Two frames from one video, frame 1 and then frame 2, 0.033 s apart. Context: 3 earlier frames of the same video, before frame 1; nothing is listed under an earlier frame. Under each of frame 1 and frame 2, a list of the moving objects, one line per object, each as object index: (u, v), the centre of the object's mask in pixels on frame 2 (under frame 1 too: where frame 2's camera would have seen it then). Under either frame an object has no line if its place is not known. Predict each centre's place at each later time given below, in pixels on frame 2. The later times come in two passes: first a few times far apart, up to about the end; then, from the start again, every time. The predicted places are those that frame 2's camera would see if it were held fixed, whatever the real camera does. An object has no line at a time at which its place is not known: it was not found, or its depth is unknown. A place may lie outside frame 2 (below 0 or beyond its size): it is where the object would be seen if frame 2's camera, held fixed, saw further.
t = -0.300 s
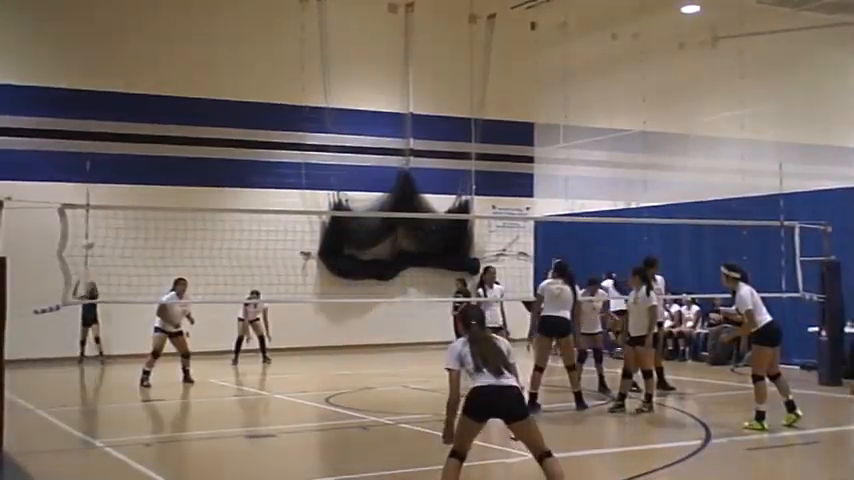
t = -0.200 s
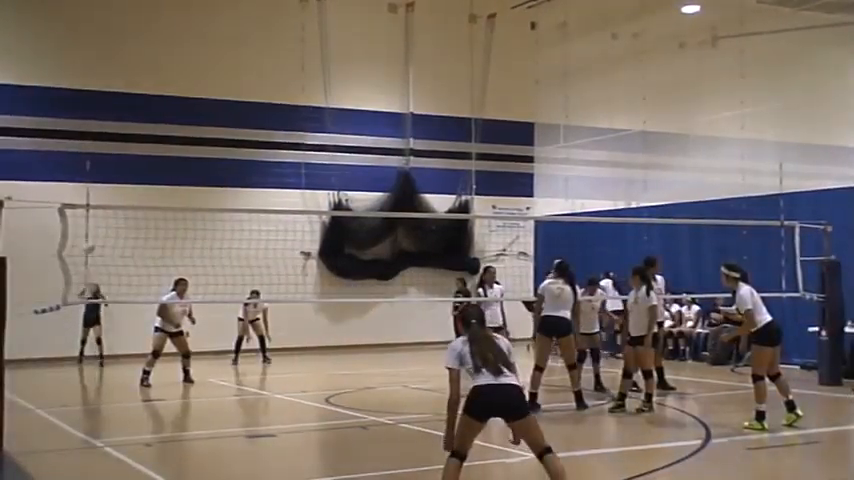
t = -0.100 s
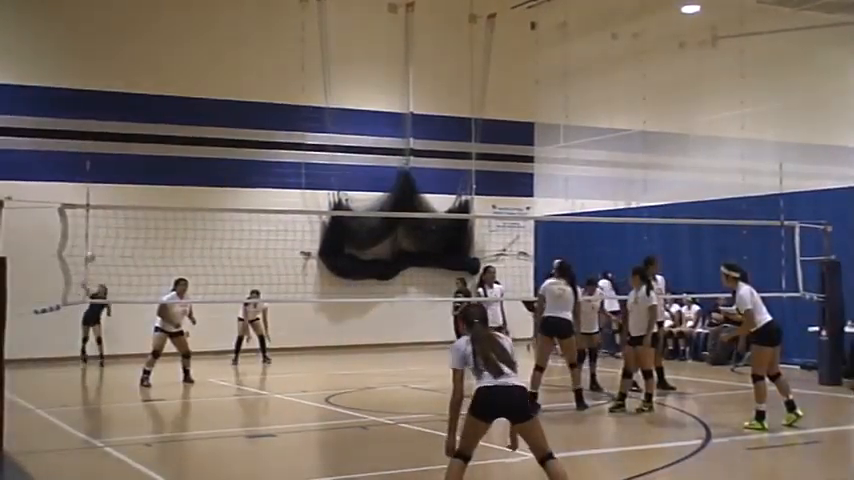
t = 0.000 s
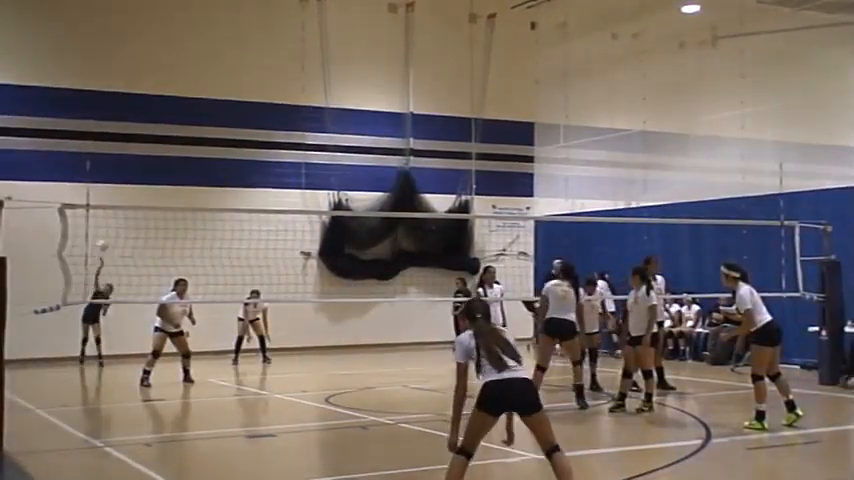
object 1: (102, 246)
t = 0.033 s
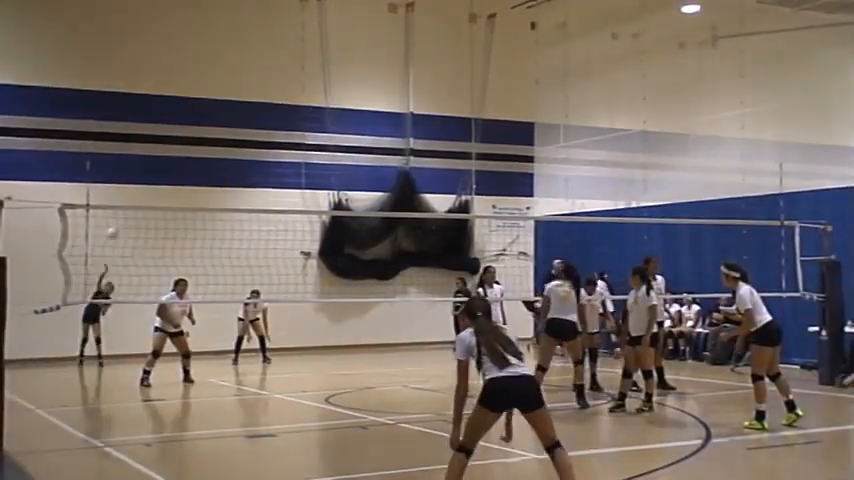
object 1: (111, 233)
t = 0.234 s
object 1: (173, 168)
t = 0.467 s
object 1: (264, 111)
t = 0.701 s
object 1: (380, 80)
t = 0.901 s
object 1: (508, 84)
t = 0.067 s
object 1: (121, 221)
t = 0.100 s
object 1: (131, 209)
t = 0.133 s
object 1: (141, 198)
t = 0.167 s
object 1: (152, 186)
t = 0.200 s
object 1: (162, 177)
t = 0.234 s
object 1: (173, 168)
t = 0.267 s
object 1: (185, 158)
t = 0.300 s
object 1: (196, 146)
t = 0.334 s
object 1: (209, 140)
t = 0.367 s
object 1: (221, 131)
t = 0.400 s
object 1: (235, 123)
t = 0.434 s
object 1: (249, 118)
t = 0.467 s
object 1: (264, 111)
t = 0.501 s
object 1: (279, 107)
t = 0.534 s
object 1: (295, 101)
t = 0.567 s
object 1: (311, 95)
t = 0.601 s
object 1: (328, 89)
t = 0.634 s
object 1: (344, 86)
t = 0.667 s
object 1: (362, 83)
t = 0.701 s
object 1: (380, 80)
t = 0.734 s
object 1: (400, 77)
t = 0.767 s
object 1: (420, 76)
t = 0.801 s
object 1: (440, 77)
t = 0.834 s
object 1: (462, 78)
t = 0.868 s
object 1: (485, 80)
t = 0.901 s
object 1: (508, 84)
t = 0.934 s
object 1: (533, 89)
